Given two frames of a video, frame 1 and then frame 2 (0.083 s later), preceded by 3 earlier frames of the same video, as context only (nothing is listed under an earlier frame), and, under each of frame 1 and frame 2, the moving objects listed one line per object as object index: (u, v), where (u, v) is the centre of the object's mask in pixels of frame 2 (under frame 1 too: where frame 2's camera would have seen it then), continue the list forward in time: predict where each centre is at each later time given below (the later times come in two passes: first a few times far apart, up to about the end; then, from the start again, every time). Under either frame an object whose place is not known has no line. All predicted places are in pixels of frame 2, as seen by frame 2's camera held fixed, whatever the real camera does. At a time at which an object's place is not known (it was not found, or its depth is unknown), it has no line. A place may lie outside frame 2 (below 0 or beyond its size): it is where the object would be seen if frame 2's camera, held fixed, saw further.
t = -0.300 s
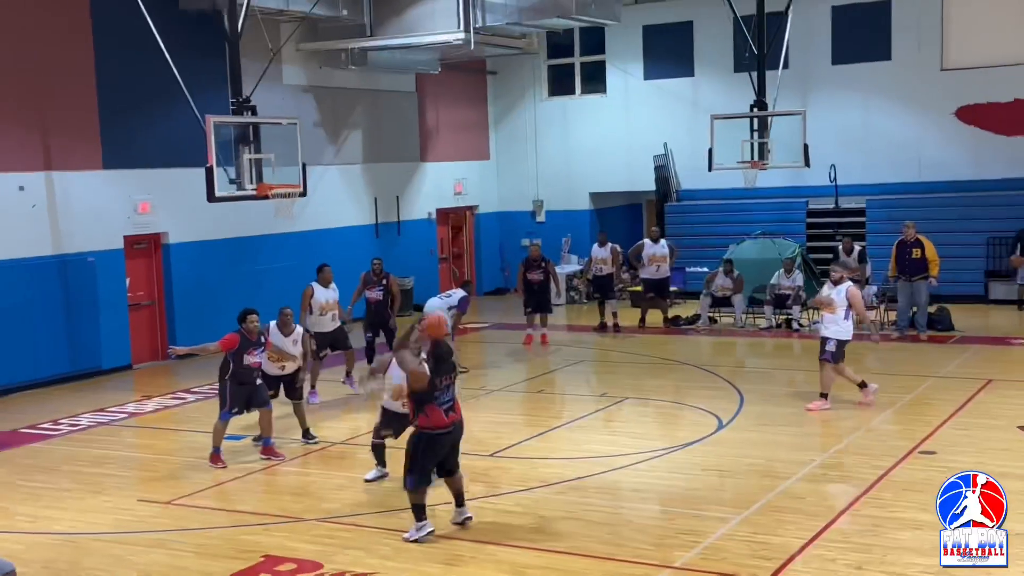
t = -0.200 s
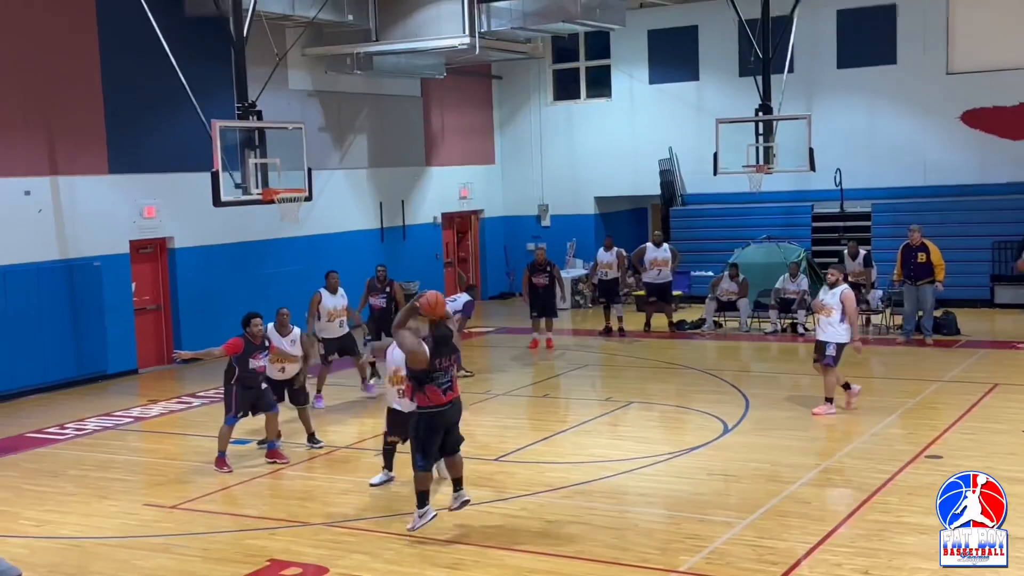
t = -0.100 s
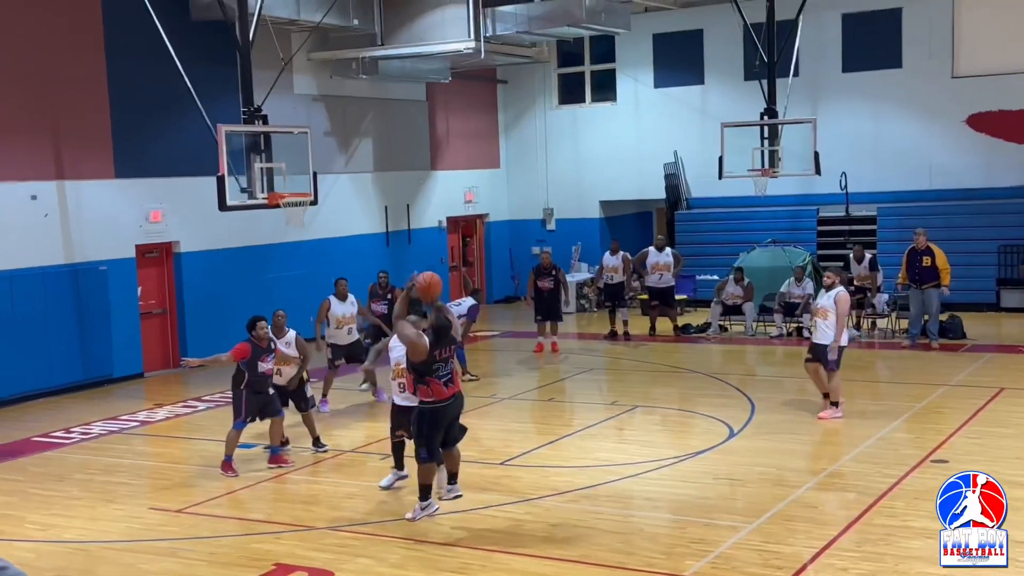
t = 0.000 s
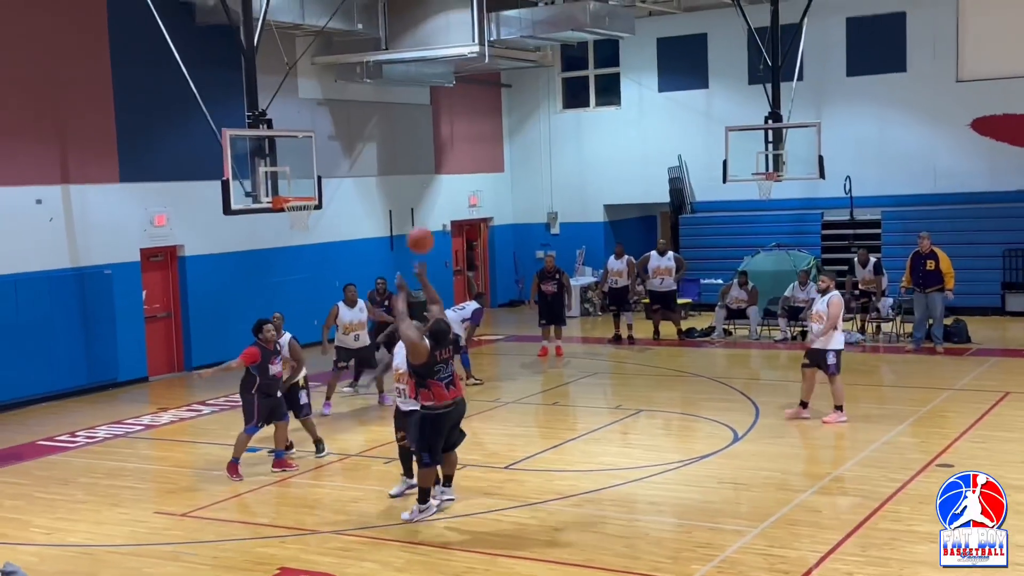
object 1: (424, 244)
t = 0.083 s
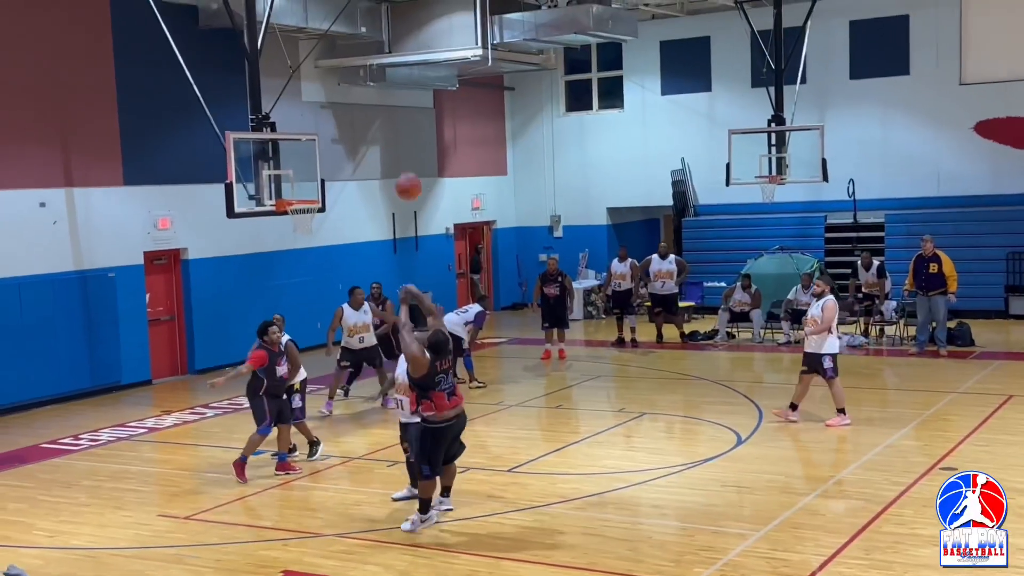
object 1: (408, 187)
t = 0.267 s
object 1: (380, 101)
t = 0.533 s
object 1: (351, 46)
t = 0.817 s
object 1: (329, 66)
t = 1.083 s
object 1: (315, 136)
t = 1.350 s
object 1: (304, 222)
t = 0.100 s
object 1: (406, 176)
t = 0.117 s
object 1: (403, 167)
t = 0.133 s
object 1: (400, 158)
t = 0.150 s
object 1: (398, 150)
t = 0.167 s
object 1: (395, 142)
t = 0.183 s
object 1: (393, 133)
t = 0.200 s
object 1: (390, 126)
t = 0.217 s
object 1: (388, 119)
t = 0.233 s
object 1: (386, 113)
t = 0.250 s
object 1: (383, 106)
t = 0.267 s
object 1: (380, 101)
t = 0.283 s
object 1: (379, 94)
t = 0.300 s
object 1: (376, 89)
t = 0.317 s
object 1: (374, 84)
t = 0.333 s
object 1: (372, 79)
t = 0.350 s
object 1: (370, 76)
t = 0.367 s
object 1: (368, 72)
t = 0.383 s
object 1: (366, 67)
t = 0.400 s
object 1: (364, 64)
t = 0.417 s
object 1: (362, 62)
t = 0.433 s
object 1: (360, 58)
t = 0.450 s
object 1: (359, 55)
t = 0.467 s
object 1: (357, 53)
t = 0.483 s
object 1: (356, 51)
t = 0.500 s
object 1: (355, 50)
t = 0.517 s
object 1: (353, 48)
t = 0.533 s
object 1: (351, 46)
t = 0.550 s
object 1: (349, 46)
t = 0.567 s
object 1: (348, 46)
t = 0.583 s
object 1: (347, 46)
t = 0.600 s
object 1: (344, 46)
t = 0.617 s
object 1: (342, 46)
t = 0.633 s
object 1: (342, 46)
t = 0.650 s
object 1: (341, 47)
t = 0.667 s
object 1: (340, 47)
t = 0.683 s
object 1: (338, 48)
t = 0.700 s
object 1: (337, 50)
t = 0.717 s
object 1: (336, 51)
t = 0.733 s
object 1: (335, 53)
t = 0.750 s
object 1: (333, 55)
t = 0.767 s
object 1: (332, 58)
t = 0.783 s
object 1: (331, 60)
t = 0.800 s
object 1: (330, 63)
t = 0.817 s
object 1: (329, 66)
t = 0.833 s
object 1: (328, 69)
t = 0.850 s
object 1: (327, 72)
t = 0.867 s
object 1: (326, 75)
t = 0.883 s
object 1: (325, 79)
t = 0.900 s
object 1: (324, 82)
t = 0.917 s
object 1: (324, 87)
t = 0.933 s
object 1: (322, 91)
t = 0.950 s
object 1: (321, 95)
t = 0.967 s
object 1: (320, 99)
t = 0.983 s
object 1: (320, 104)
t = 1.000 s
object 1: (319, 109)
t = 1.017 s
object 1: (318, 114)
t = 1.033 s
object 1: (317, 120)
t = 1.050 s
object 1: (316, 125)
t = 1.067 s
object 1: (315, 130)
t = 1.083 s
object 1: (315, 136)
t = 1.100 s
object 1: (314, 141)
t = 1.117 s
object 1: (313, 147)
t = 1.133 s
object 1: (313, 152)
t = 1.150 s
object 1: (312, 159)
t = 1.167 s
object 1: (311, 165)
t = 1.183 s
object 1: (311, 171)
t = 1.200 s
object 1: (310, 177)
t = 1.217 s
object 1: (309, 184)
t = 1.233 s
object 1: (309, 191)
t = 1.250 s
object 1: (309, 196)
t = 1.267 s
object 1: (309, 205)
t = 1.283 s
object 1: (309, 213)
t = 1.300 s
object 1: (308, 216)
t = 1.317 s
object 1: (307, 218)
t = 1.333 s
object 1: (305, 222)
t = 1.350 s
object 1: (304, 222)
